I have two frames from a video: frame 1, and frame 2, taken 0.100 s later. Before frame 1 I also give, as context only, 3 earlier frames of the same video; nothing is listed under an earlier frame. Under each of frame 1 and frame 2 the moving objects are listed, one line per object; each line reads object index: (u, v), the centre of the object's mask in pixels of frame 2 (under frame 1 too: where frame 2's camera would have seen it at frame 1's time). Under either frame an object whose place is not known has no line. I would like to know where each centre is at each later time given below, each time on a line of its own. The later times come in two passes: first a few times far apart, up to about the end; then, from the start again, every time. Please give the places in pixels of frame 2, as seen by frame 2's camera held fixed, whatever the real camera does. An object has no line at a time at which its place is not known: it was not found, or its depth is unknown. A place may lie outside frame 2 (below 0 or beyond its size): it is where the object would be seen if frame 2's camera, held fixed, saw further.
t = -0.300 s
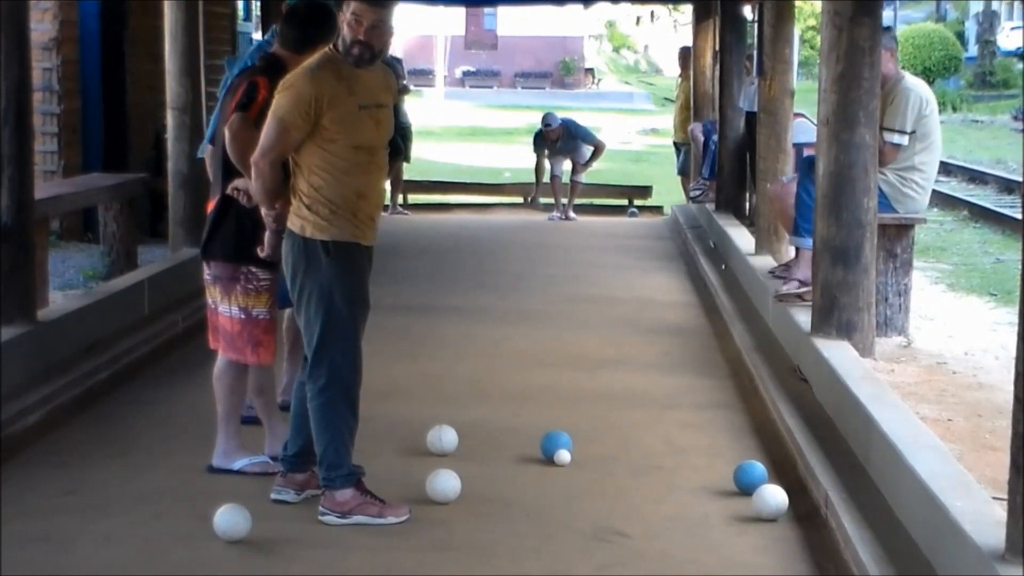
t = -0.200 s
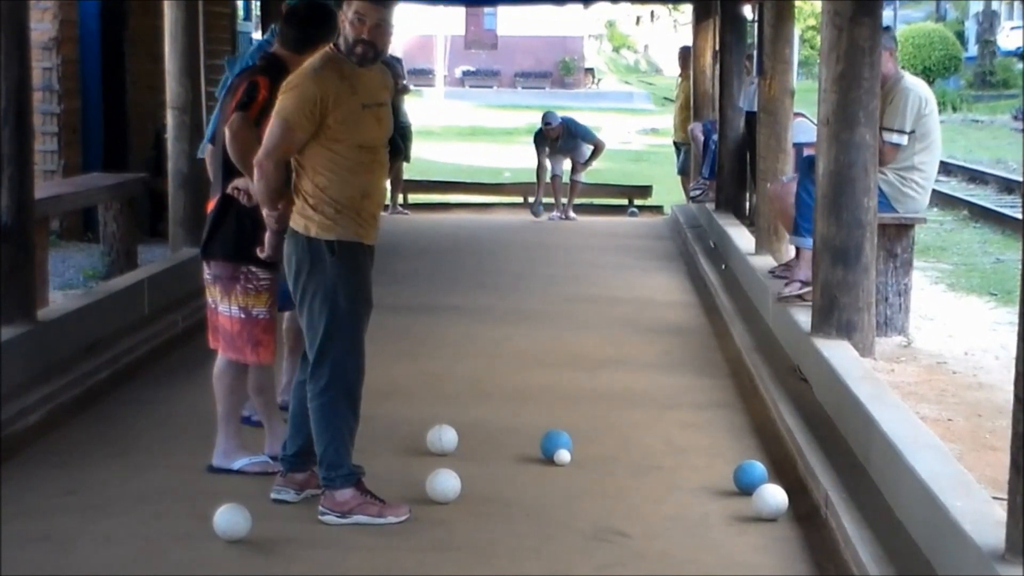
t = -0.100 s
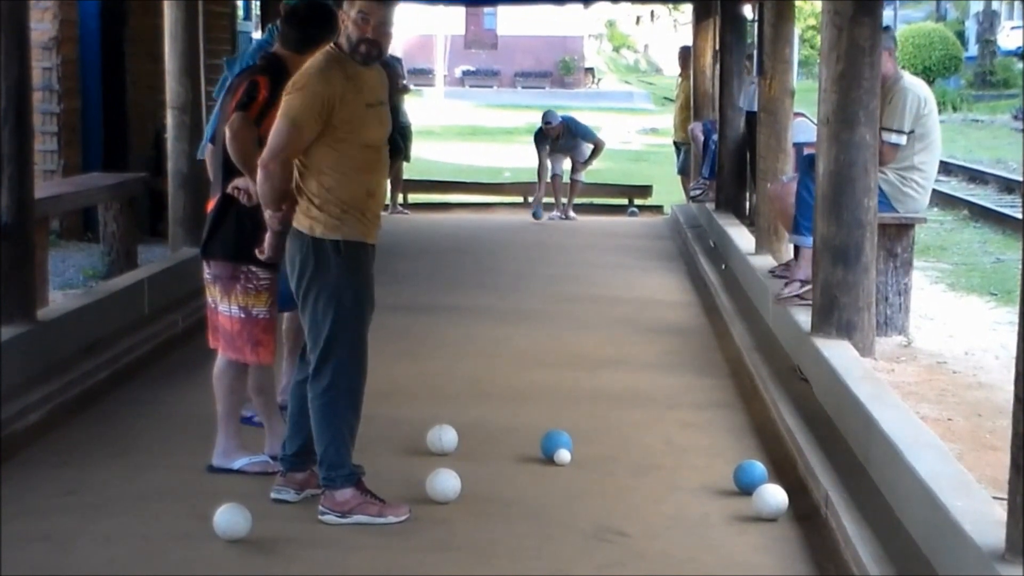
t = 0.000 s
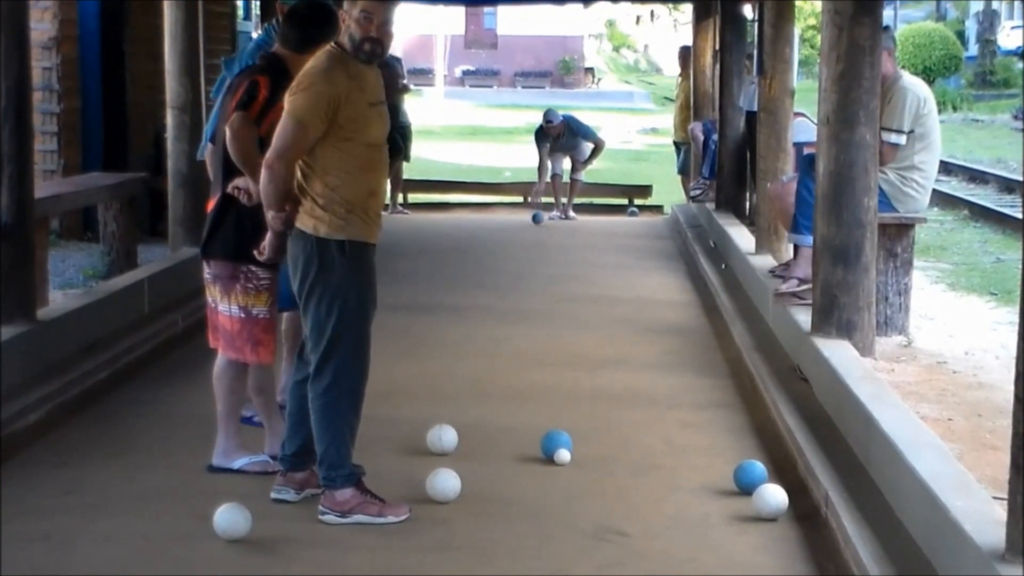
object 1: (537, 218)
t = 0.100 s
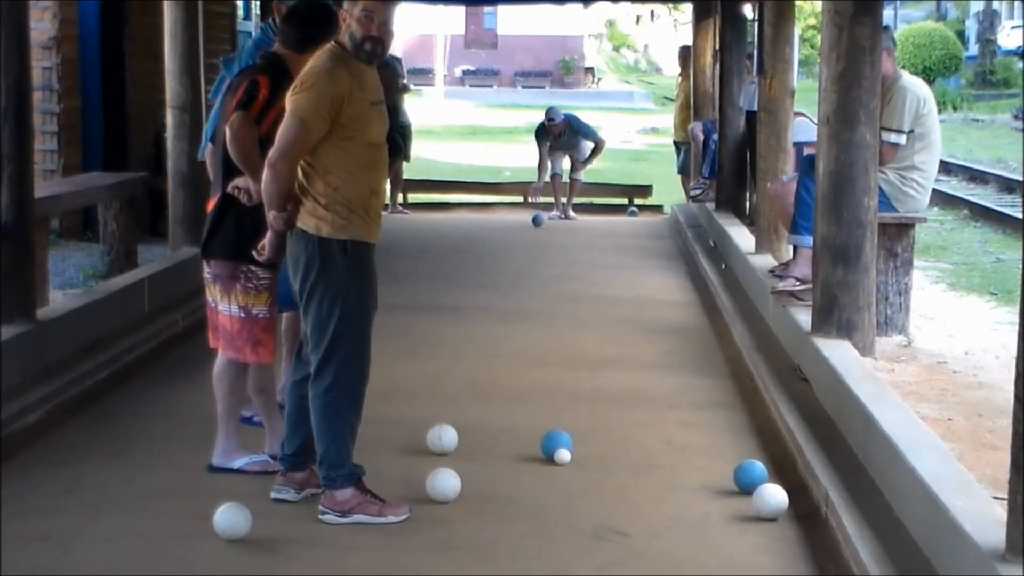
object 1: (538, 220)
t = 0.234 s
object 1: (538, 222)
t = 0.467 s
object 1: (538, 227)
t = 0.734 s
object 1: (539, 233)
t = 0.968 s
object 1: (540, 238)
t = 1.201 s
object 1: (539, 242)
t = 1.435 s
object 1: (539, 248)
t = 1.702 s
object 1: (539, 253)
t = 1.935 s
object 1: (540, 259)
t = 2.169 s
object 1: (541, 264)
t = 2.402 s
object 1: (542, 270)
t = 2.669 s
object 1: (543, 277)
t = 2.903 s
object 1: (545, 282)
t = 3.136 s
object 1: (546, 288)
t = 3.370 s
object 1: (548, 295)
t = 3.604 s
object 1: (550, 301)
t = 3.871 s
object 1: (553, 308)
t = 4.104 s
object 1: (554, 315)
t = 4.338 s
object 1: (557, 321)
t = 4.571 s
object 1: (559, 328)
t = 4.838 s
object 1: (562, 337)
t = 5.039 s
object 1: (564, 343)
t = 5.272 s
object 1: (568, 351)
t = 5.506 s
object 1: (571, 358)
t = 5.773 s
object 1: (575, 366)
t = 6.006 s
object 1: (580, 373)
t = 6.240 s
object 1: (584, 380)
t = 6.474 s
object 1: (588, 386)
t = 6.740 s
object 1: (591, 395)
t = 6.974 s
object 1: (594, 401)
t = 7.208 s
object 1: (596, 408)
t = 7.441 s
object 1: (598, 415)
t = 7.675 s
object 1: (600, 421)
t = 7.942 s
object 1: (603, 428)
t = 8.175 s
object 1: (606, 434)
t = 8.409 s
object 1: (608, 439)
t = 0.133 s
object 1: (538, 220)
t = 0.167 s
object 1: (538, 221)
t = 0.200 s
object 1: (538, 222)
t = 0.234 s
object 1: (538, 222)
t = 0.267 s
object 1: (538, 223)
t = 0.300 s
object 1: (538, 224)
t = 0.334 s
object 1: (538, 224)
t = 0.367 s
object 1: (538, 225)
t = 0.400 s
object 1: (538, 226)
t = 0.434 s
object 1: (538, 227)
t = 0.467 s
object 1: (538, 227)
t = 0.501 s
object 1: (538, 228)
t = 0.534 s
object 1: (538, 229)
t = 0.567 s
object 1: (538, 230)
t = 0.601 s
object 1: (538, 230)
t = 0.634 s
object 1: (538, 231)
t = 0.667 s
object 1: (539, 232)
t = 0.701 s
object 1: (539, 233)
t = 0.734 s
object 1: (539, 233)
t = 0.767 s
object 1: (539, 233)
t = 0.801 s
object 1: (539, 234)
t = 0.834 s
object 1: (539, 235)
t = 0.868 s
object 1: (539, 236)
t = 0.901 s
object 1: (539, 236)
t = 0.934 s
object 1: (540, 237)
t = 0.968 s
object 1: (540, 238)
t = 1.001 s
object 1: (540, 238)
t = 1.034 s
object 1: (539, 239)
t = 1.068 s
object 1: (540, 240)
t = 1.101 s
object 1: (539, 240)
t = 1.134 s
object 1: (539, 241)
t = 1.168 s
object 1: (539, 242)
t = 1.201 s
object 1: (539, 242)
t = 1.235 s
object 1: (539, 243)
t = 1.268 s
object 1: (539, 244)
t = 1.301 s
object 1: (539, 245)
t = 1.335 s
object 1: (539, 246)
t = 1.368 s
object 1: (539, 246)
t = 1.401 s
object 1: (539, 247)
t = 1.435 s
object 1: (539, 248)
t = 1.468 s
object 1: (539, 248)
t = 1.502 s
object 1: (539, 249)
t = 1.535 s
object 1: (539, 250)
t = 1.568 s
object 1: (539, 250)
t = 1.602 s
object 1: (539, 251)
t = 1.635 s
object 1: (539, 252)
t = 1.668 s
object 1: (539, 253)
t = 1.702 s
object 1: (539, 253)
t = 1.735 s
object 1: (539, 254)
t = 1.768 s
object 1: (539, 255)
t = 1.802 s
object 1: (539, 256)
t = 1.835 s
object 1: (539, 257)
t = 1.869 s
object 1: (540, 257)
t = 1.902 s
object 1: (540, 258)
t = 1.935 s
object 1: (540, 259)
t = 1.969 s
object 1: (540, 260)
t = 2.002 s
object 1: (540, 260)
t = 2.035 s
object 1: (540, 261)
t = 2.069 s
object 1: (541, 262)
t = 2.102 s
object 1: (541, 262)
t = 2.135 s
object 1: (541, 263)
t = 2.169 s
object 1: (541, 264)
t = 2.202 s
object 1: (541, 265)
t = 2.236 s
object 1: (541, 266)
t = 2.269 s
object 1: (542, 266)
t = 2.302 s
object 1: (542, 268)
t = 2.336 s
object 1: (542, 268)
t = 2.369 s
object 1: (542, 269)
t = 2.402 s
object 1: (542, 270)
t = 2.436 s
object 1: (542, 271)
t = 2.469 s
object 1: (542, 272)
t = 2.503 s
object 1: (543, 272)
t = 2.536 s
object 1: (543, 273)
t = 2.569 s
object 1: (543, 274)
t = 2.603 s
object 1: (543, 275)
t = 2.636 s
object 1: (543, 276)
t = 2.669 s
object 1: (543, 277)
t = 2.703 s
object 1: (544, 277)
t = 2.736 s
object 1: (544, 278)
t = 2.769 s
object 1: (544, 279)
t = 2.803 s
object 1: (544, 280)
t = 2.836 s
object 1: (544, 280)
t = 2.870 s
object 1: (545, 281)
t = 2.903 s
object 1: (545, 282)
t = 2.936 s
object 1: (545, 283)
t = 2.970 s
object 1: (545, 284)
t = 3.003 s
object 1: (545, 285)
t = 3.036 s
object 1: (545, 286)
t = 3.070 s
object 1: (546, 286)
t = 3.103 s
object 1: (546, 287)
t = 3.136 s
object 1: (546, 288)
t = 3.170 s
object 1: (547, 289)
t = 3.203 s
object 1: (547, 290)
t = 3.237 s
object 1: (547, 291)
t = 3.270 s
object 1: (547, 292)
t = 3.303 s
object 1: (547, 293)
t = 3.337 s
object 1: (548, 293)
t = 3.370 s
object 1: (548, 295)
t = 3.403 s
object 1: (548, 296)
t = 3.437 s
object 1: (549, 296)
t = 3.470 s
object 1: (549, 297)
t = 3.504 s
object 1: (549, 298)
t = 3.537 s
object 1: (549, 299)
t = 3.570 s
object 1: (550, 300)
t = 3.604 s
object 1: (550, 301)
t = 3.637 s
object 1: (550, 302)
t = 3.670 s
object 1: (551, 302)
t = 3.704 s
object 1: (551, 304)
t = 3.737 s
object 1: (551, 304)
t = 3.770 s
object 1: (552, 305)
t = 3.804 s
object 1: (552, 306)
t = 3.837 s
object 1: (552, 307)
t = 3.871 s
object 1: (553, 308)
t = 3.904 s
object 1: (553, 309)
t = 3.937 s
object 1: (553, 310)
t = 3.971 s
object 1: (553, 311)
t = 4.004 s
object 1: (554, 312)
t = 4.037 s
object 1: (554, 313)
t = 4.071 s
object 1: (554, 314)
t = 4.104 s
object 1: (554, 315)
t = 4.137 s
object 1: (555, 316)
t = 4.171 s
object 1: (555, 317)
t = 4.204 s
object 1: (555, 317)
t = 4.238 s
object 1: (556, 319)
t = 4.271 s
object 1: (556, 320)
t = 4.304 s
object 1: (557, 321)
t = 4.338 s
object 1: (557, 321)
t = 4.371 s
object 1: (557, 323)
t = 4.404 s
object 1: (558, 323)
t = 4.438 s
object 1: (558, 325)
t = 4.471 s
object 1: (558, 326)
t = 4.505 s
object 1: (559, 327)
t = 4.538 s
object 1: (559, 327)
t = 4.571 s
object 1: (559, 328)
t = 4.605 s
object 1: (560, 330)
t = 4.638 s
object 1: (560, 331)
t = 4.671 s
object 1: (561, 332)
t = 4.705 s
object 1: (561, 333)
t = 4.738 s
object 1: (561, 334)
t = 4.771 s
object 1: (562, 335)
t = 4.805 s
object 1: (562, 336)
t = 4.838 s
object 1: (562, 337)
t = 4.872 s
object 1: (562, 337)
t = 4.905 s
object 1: (563, 339)
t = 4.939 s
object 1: (564, 341)
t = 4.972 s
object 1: (564, 342)
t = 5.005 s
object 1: (564, 342)
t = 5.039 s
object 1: (564, 343)
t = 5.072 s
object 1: (565, 344)
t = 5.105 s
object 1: (565, 345)
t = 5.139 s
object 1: (566, 346)
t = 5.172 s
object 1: (566, 347)
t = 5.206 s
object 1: (567, 348)
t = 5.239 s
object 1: (567, 349)
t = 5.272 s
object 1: (568, 351)
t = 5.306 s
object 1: (568, 352)
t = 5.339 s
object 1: (569, 353)
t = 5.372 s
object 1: (569, 354)
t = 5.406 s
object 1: (570, 355)
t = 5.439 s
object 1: (570, 356)
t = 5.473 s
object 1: (571, 357)
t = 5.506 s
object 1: (571, 358)
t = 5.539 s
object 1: (572, 359)
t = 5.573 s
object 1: (572, 360)
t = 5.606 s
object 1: (573, 361)
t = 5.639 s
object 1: (573, 362)
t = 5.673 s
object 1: (574, 363)
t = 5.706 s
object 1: (574, 364)
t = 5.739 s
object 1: (575, 365)
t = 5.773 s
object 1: (575, 366)
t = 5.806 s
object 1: (576, 367)
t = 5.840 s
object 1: (577, 368)
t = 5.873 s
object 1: (577, 369)
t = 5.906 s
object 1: (578, 370)
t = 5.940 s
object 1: (579, 371)
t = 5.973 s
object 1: (579, 372)
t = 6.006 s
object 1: (580, 373)
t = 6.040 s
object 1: (580, 374)
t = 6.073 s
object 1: (581, 375)
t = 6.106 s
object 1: (582, 375)
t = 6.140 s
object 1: (583, 377)
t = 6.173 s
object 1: (583, 378)
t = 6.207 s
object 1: (584, 379)
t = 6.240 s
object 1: (584, 380)
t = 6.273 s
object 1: (585, 381)
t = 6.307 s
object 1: (585, 382)
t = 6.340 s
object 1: (586, 383)
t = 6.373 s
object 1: (586, 383)
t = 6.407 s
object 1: (587, 385)
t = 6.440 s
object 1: (587, 386)
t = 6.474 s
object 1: (588, 386)
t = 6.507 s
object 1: (588, 387)
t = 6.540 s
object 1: (589, 389)
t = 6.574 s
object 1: (589, 390)
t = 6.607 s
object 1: (589, 390)
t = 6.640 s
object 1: (590, 391)
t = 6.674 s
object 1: (590, 392)
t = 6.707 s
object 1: (591, 394)
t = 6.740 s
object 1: (591, 395)
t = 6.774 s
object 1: (592, 395)
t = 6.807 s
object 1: (592, 396)
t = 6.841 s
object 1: (592, 398)
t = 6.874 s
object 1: (593, 398)
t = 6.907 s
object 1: (594, 400)
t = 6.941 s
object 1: (594, 401)
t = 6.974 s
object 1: (594, 401)
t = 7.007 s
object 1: (595, 402)
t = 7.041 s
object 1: (595, 403)
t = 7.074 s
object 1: (595, 405)
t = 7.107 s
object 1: (595, 405)
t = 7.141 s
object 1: (595, 406)
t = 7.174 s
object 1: (596, 407)
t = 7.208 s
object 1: (596, 408)
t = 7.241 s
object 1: (596, 409)
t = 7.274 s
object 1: (596, 410)
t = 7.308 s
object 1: (597, 411)
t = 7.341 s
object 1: (597, 412)
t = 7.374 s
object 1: (597, 413)
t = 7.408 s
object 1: (597, 414)
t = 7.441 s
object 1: (598, 415)
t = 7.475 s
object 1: (598, 416)
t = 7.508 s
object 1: (598, 416)
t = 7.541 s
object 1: (598, 417)
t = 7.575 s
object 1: (599, 418)
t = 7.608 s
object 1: (599, 419)
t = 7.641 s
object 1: (599, 420)
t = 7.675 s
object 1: (600, 421)
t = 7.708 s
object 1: (600, 422)
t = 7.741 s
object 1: (600, 423)
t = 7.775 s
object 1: (601, 424)
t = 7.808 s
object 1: (601, 425)
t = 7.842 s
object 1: (602, 425)
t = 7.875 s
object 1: (602, 426)
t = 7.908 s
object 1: (603, 427)
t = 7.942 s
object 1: (603, 428)
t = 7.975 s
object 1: (604, 429)
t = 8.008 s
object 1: (604, 429)
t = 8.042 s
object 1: (604, 430)
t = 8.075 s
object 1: (605, 431)
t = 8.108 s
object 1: (605, 432)
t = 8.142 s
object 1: (605, 433)
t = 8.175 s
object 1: (606, 434)
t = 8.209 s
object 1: (606, 435)
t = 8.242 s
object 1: (606, 436)
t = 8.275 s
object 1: (607, 436)
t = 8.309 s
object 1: (607, 437)
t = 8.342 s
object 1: (607, 438)
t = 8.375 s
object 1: (607, 438)
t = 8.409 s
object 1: (608, 439)
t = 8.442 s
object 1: (608, 440)
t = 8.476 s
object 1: (608, 440)
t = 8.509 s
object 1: (609, 441)
